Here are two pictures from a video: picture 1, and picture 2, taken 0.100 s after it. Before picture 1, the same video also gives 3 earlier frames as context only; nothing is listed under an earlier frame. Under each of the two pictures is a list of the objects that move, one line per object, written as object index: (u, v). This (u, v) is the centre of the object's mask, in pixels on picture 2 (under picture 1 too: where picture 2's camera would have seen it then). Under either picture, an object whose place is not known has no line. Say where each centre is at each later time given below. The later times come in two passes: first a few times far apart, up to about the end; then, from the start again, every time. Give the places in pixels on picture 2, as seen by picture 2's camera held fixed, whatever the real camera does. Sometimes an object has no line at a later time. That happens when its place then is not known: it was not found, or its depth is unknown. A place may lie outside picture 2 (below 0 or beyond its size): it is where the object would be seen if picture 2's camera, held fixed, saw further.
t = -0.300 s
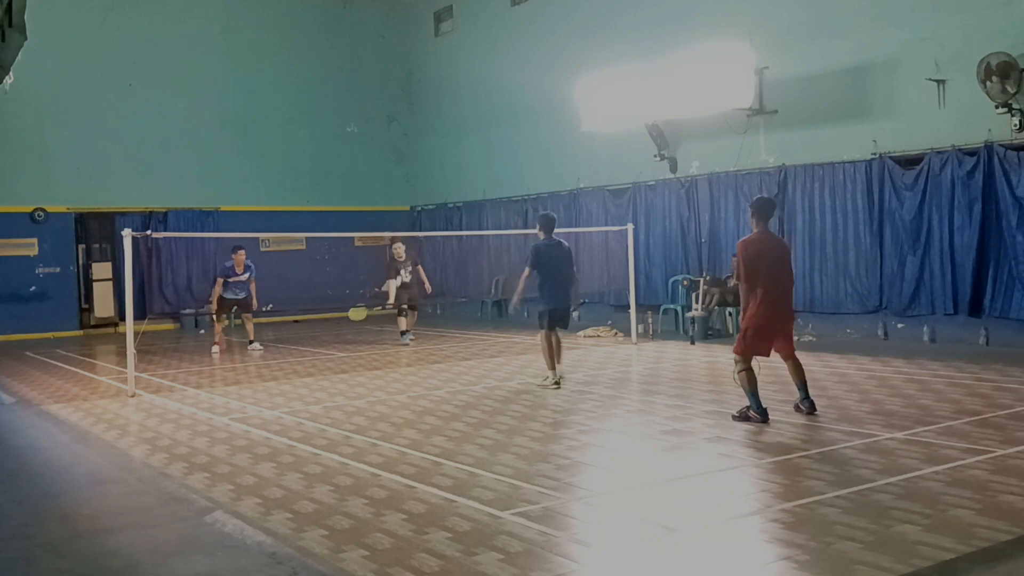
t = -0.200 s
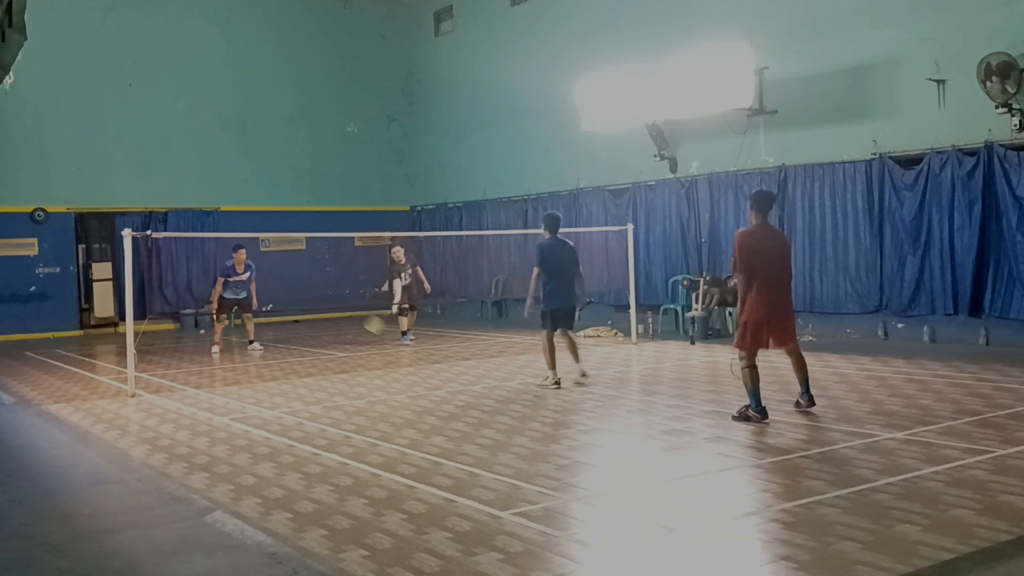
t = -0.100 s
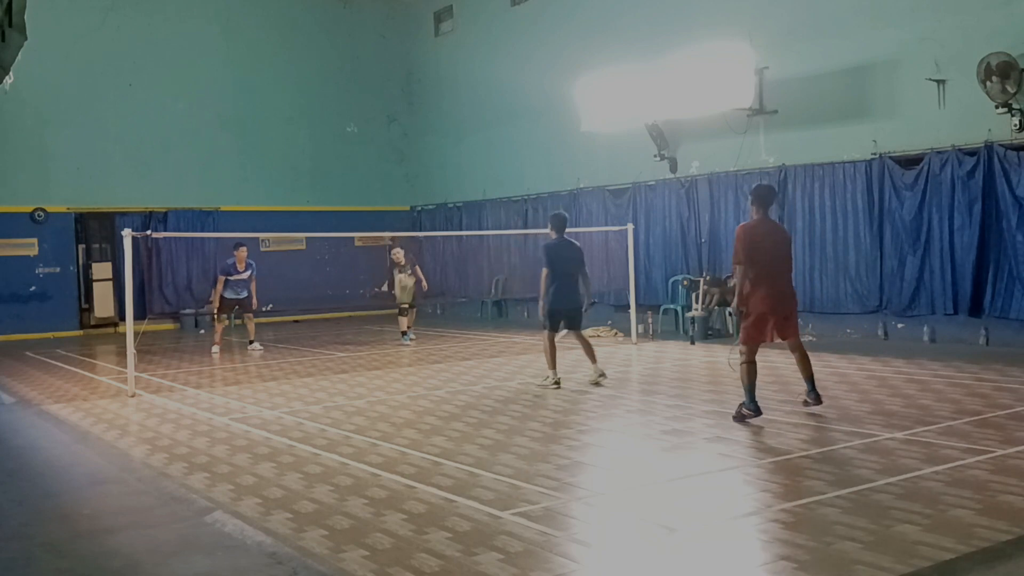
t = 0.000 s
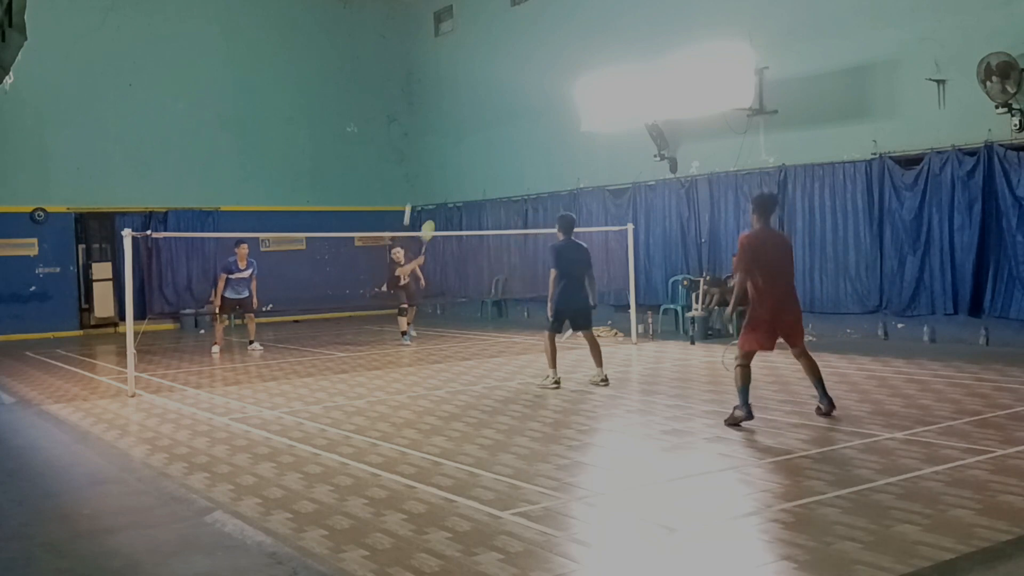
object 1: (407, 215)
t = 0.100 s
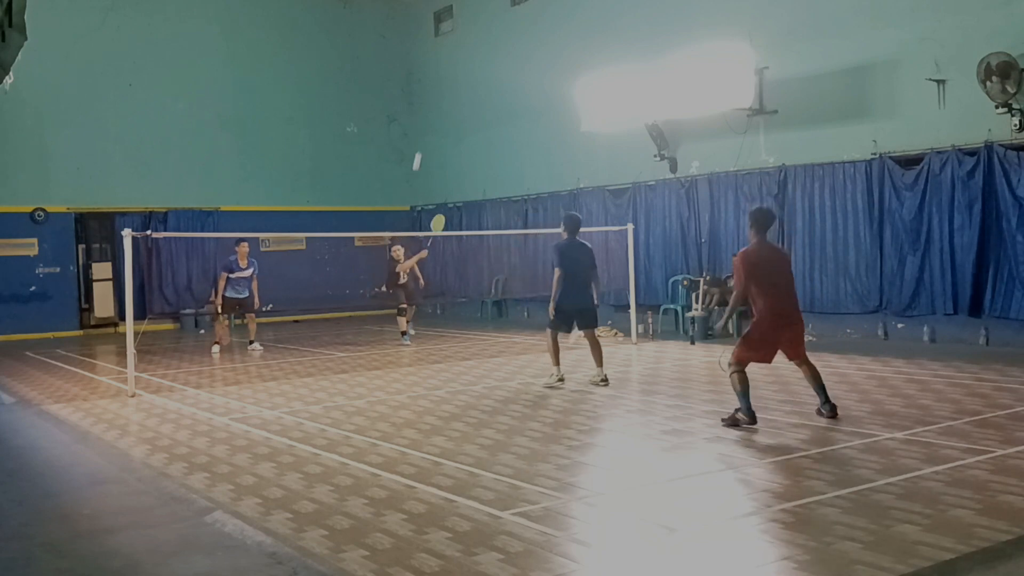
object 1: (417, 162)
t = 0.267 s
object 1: (432, 98)
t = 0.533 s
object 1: (455, 59)
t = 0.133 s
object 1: (420, 146)
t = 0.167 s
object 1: (423, 133)
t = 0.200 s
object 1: (426, 120)
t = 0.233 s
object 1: (429, 109)
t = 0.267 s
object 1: (432, 98)
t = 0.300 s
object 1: (435, 89)
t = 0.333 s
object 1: (438, 81)
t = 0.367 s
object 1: (441, 74)
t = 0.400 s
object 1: (444, 70)
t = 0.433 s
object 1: (447, 65)
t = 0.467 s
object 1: (449, 62)
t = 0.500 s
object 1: (452, 60)
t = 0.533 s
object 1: (455, 59)
